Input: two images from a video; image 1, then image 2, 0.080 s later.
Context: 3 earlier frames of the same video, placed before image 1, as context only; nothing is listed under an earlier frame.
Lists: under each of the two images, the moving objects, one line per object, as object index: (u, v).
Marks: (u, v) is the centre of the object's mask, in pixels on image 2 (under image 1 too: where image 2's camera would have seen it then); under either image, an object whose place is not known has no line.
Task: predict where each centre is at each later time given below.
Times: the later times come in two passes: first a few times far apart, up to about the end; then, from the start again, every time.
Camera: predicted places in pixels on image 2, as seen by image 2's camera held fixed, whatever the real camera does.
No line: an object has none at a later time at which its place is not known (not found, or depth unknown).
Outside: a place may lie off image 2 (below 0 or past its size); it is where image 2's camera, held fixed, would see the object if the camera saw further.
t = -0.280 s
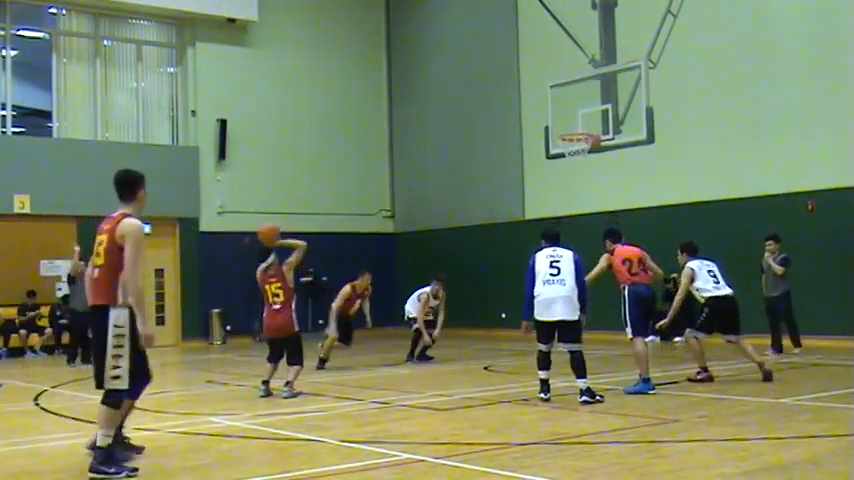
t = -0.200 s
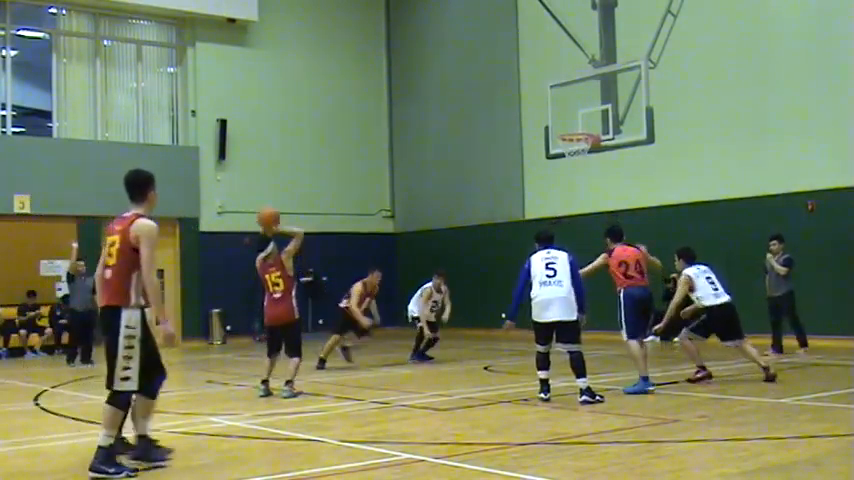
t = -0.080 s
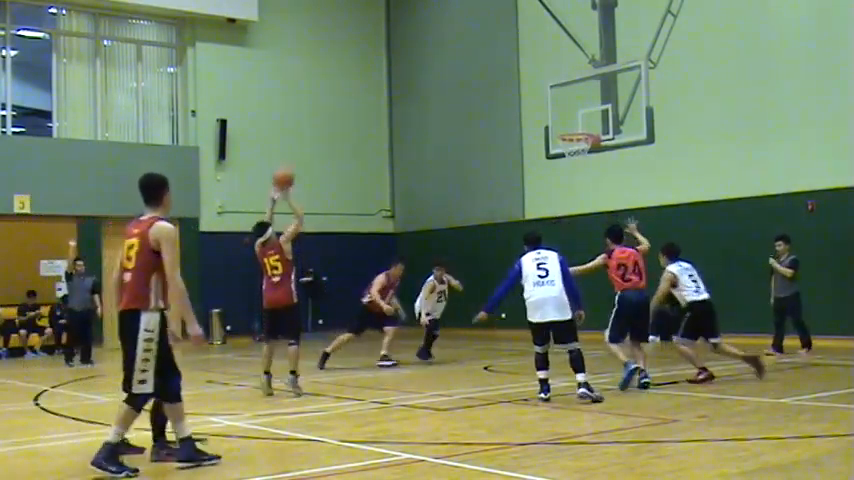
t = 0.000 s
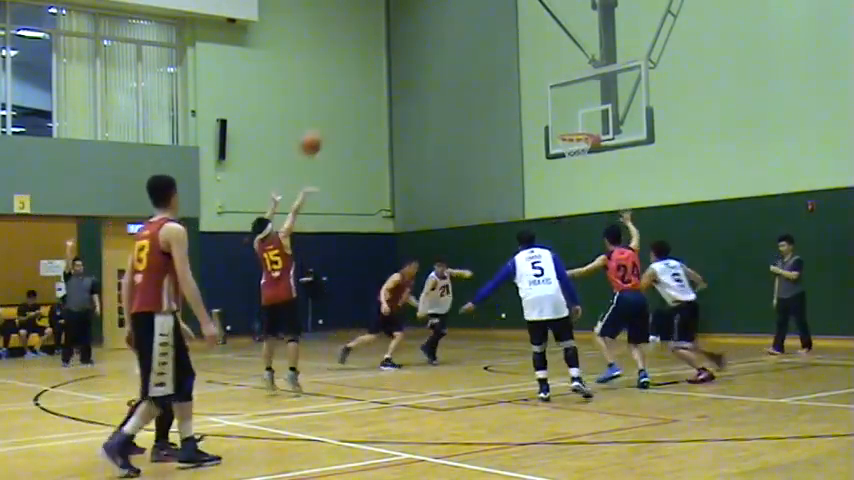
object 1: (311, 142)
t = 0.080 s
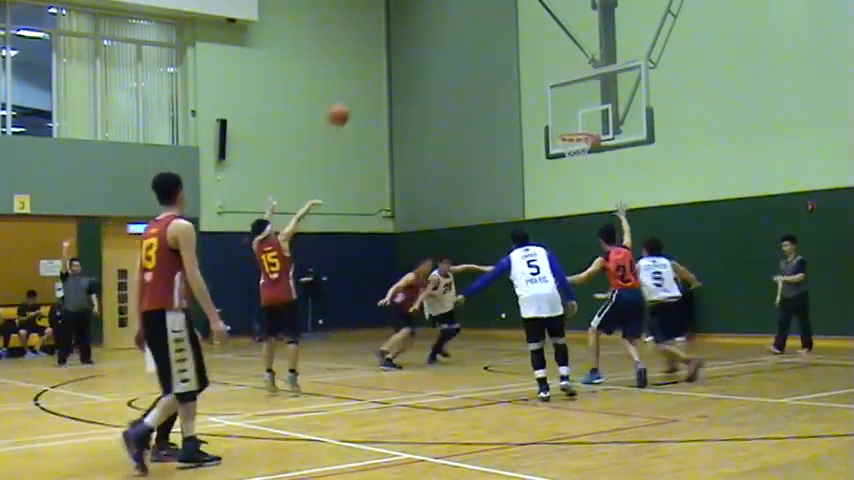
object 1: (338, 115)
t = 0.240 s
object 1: (391, 77)
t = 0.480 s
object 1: (463, 62)
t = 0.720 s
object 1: (529, 92)
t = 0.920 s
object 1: (573, 125)
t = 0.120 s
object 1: (352, 103)
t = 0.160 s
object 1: (366, 92)
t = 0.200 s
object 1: (379, 83)
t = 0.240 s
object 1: (391, 77)
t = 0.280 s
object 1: (404, 71)
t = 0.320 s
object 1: (416, 67)
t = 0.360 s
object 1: (428, 63)
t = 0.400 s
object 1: (440, 61)
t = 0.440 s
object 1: (451, 61)
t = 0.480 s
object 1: (463, 62)
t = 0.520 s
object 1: (474, 64)
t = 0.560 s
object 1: (485, 67)
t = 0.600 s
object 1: (497, 72)
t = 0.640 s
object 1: (507, 77)
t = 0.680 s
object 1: (518, 83)
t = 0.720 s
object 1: (529, 92)
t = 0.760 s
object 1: (538, 101)
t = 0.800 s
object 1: (550, 109)
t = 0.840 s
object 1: (560, 120)
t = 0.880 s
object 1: (568, 126)
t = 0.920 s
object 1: (573, 125)
